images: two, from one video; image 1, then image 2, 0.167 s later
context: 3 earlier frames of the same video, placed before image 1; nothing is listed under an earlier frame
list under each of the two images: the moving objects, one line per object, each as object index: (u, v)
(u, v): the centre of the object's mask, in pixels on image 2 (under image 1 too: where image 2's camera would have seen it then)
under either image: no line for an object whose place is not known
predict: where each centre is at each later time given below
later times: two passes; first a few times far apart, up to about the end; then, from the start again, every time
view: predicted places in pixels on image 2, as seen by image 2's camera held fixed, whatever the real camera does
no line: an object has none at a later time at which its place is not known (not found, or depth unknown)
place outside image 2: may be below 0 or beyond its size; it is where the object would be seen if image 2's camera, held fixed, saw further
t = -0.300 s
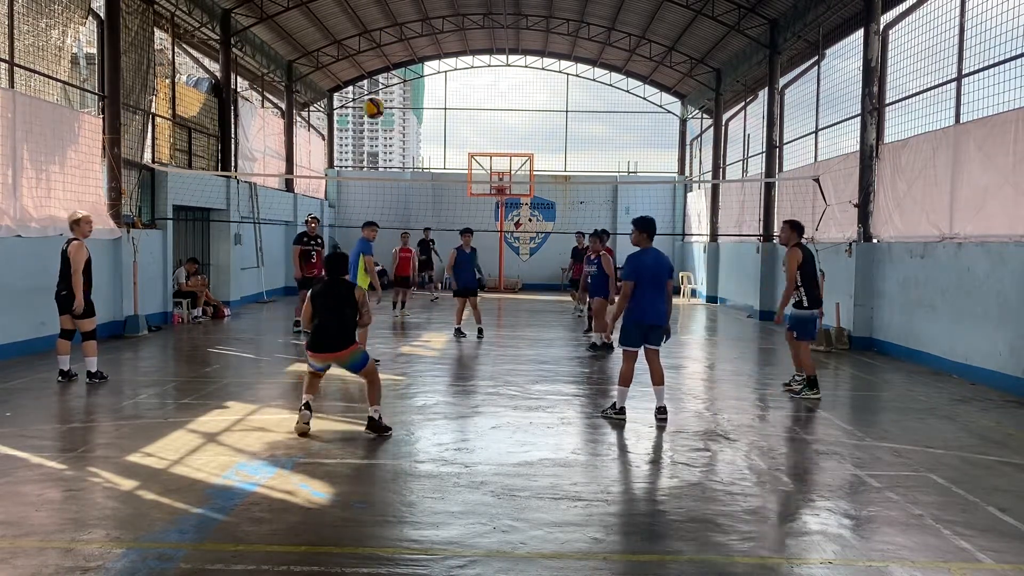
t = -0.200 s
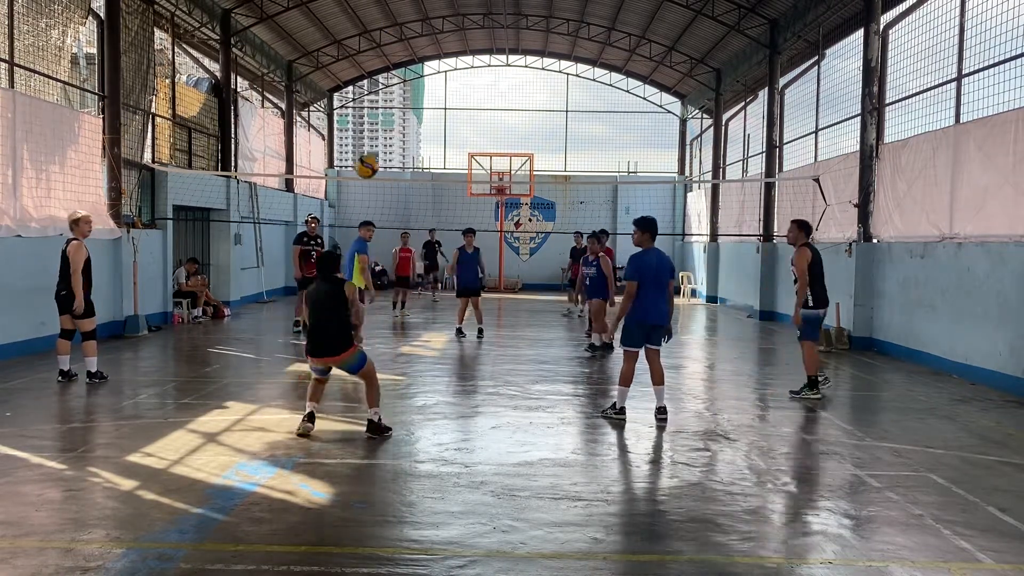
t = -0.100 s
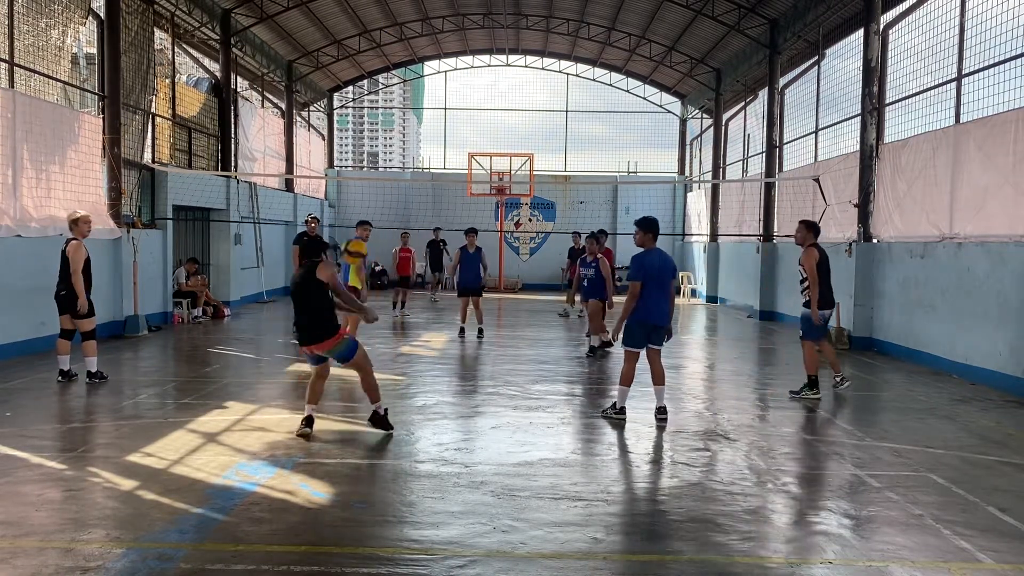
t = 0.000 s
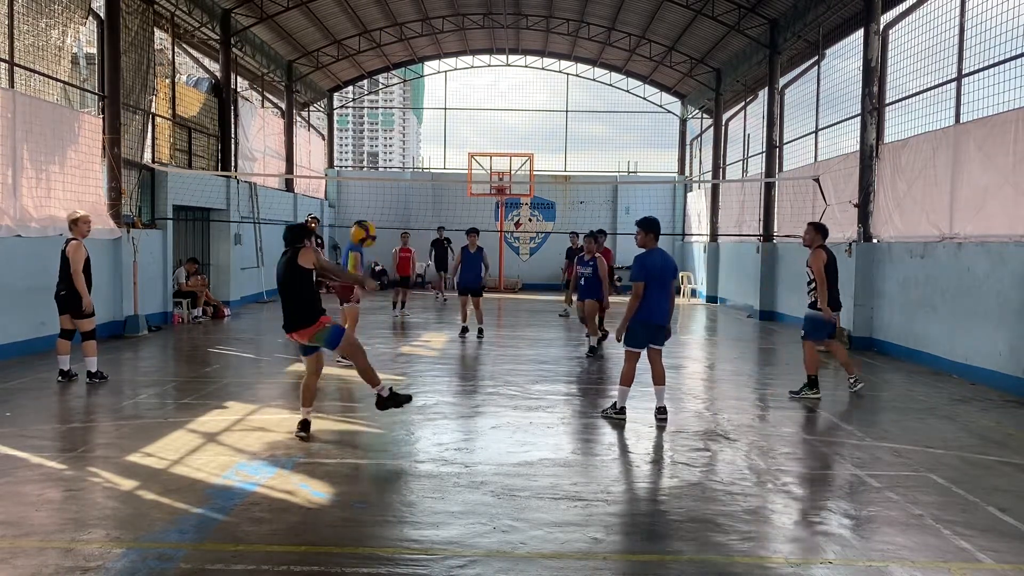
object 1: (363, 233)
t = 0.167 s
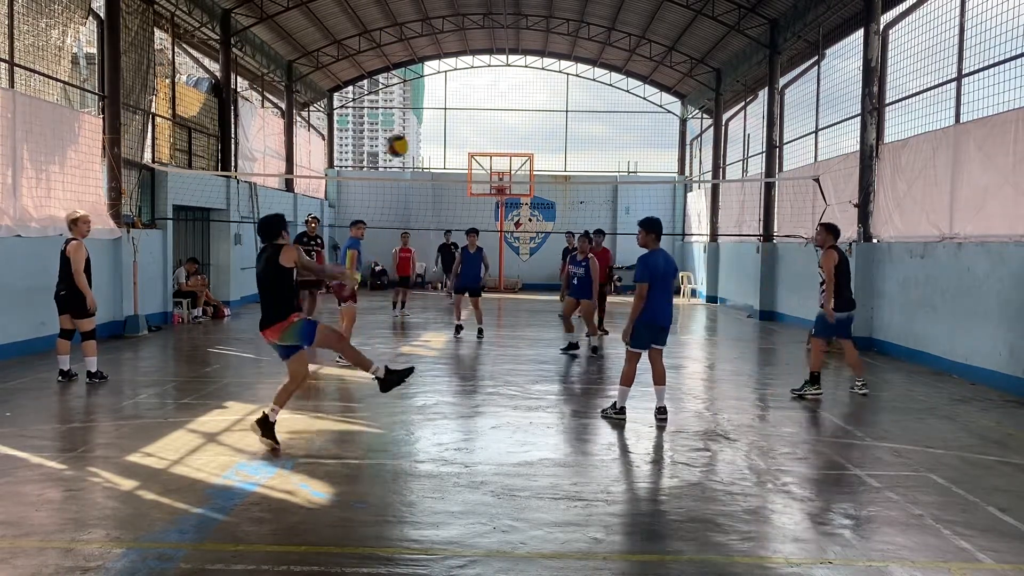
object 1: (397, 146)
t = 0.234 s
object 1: (408, 124)
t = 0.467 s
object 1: (441, 93)
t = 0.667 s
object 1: (463, 109)
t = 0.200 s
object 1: (402, 134)
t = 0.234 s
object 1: (408, 124)
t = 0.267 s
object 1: (413, 115)
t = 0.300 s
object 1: (418, 108)
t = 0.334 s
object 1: (423, 103)
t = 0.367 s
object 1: (428, 98)
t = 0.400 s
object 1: (432, 95)
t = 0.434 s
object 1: (437, 94)
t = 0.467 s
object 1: (441, 93)
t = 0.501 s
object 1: (445, 93)
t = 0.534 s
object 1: (449, 94)
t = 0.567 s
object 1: (452, 97)
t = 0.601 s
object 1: (456, 100)
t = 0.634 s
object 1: (459, 104)
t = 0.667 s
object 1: (463, 109)
